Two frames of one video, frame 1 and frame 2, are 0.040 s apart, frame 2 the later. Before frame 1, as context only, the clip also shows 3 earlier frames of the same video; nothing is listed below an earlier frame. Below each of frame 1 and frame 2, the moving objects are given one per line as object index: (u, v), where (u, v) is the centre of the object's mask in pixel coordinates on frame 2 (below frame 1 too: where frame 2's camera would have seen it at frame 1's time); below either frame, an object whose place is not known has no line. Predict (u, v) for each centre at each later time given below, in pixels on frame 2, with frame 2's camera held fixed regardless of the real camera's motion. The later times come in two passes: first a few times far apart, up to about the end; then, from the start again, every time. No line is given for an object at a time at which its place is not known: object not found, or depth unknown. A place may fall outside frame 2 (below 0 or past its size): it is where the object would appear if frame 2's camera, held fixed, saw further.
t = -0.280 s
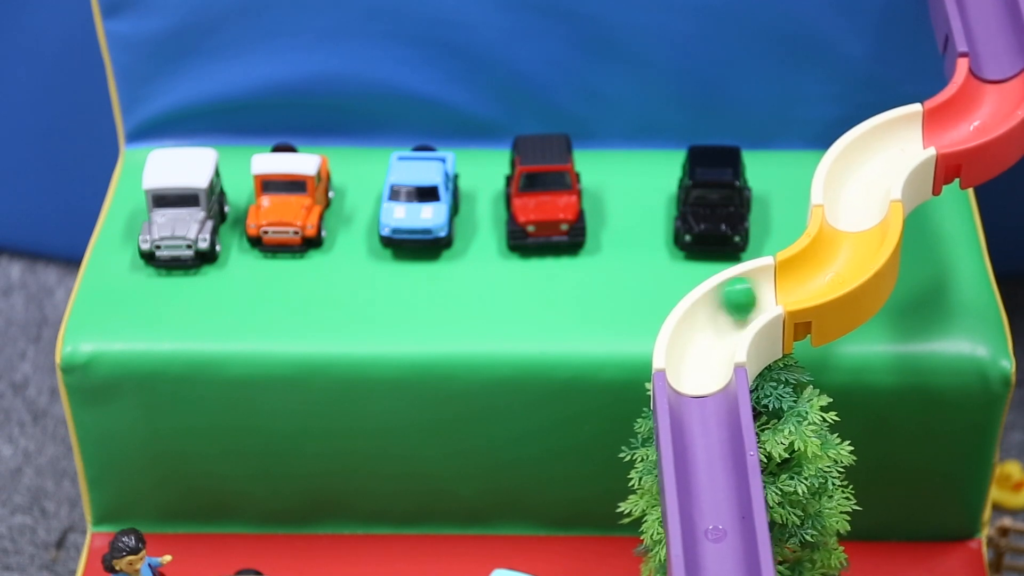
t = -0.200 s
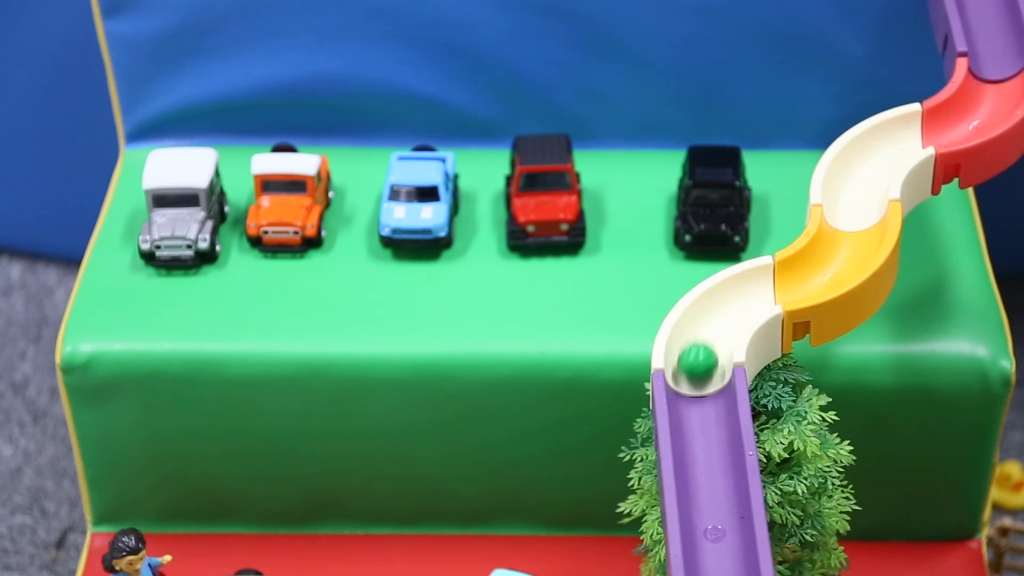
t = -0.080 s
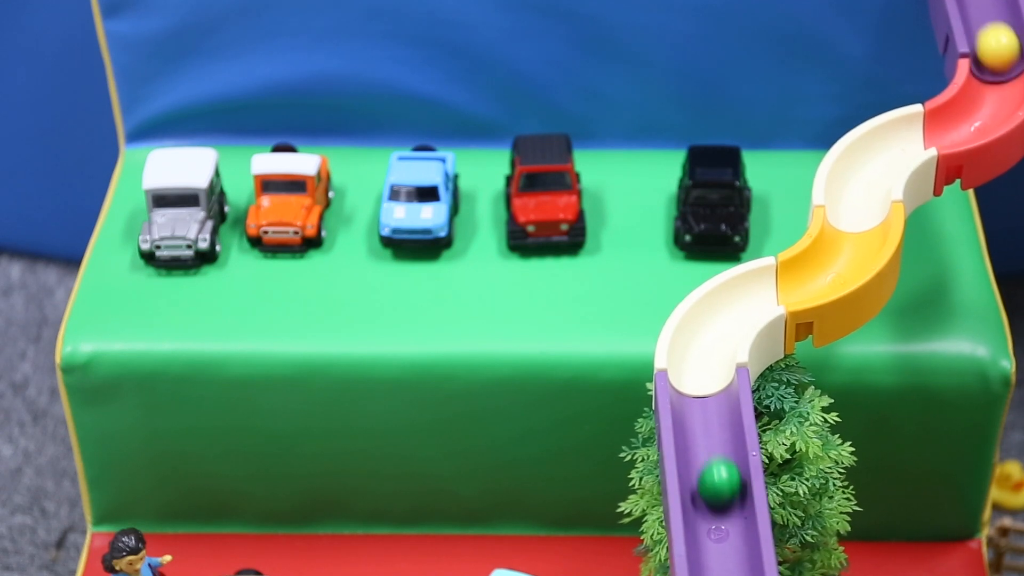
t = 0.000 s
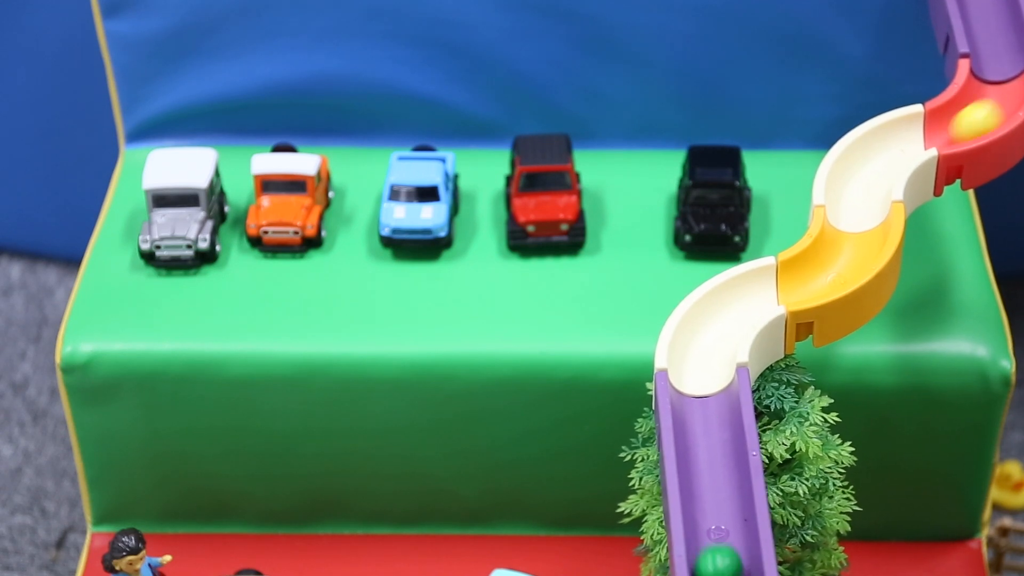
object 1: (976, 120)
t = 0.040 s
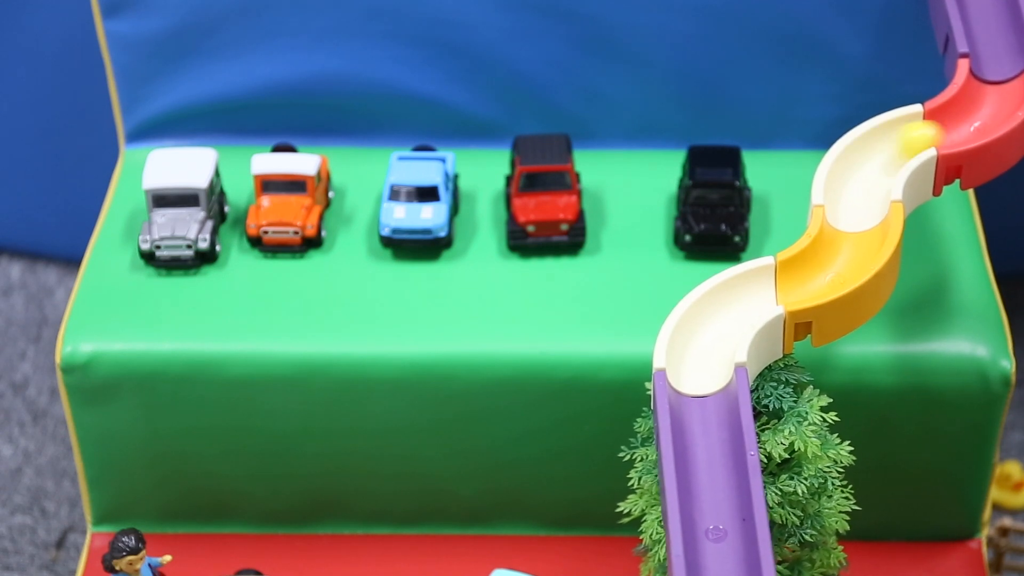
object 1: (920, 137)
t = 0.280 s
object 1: (728, 307)
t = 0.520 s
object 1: (723, 565)
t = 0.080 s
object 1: (861, 159)
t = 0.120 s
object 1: (844, 200)
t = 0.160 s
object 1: (861, 242)
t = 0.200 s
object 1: (833, 268)
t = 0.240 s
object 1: (788, 287)
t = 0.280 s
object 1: (728, 307)
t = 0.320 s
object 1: (694, 340)
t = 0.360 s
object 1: (697, 388)
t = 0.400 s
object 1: (708, 432)
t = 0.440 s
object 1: (709, 478)
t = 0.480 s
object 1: (714, 527)
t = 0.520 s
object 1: (723, 565)
